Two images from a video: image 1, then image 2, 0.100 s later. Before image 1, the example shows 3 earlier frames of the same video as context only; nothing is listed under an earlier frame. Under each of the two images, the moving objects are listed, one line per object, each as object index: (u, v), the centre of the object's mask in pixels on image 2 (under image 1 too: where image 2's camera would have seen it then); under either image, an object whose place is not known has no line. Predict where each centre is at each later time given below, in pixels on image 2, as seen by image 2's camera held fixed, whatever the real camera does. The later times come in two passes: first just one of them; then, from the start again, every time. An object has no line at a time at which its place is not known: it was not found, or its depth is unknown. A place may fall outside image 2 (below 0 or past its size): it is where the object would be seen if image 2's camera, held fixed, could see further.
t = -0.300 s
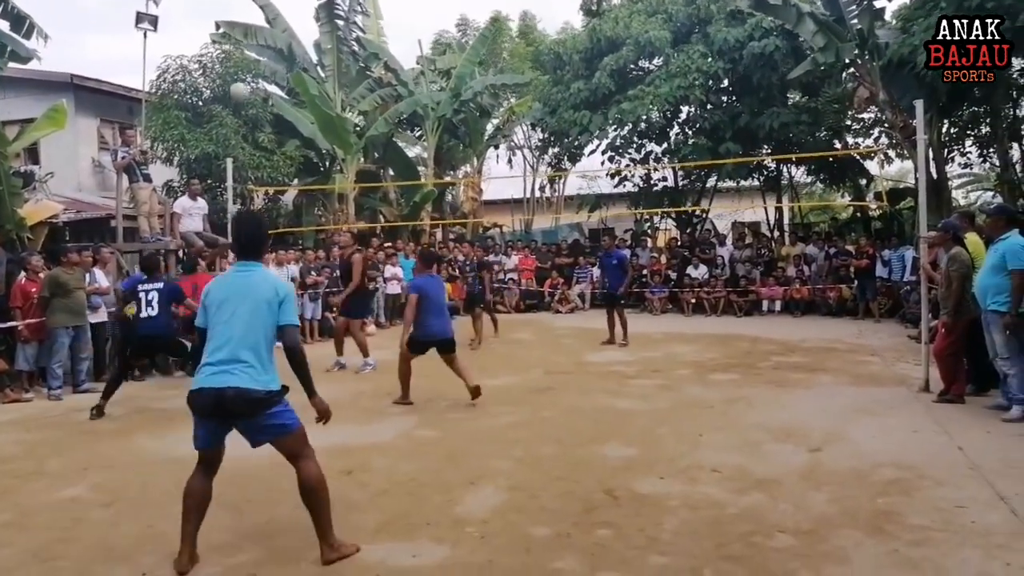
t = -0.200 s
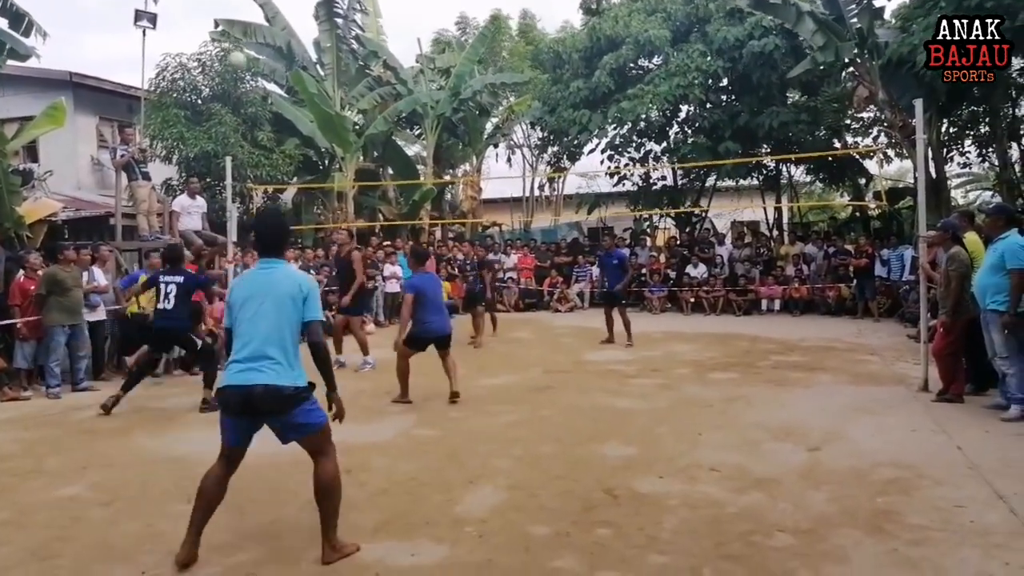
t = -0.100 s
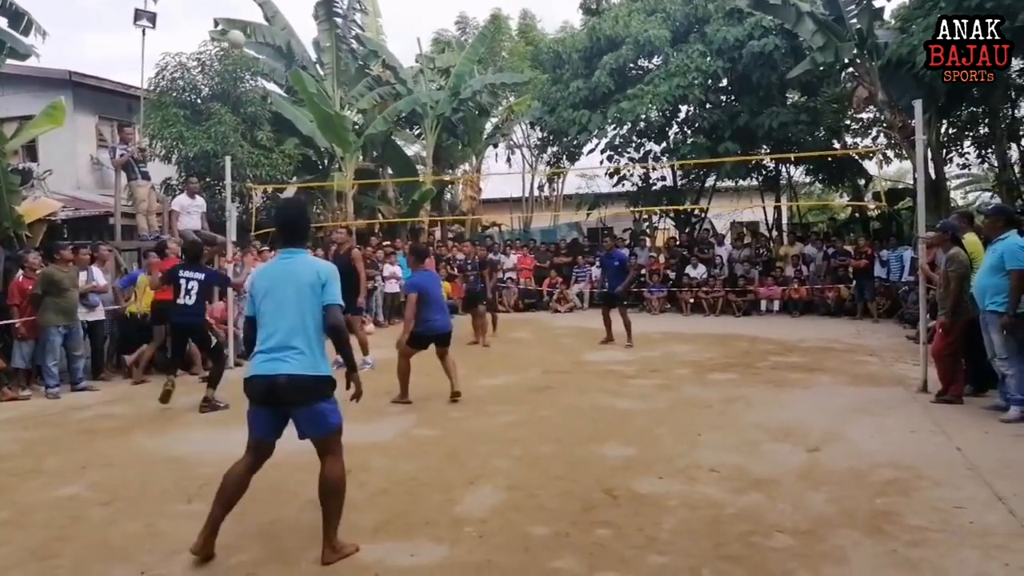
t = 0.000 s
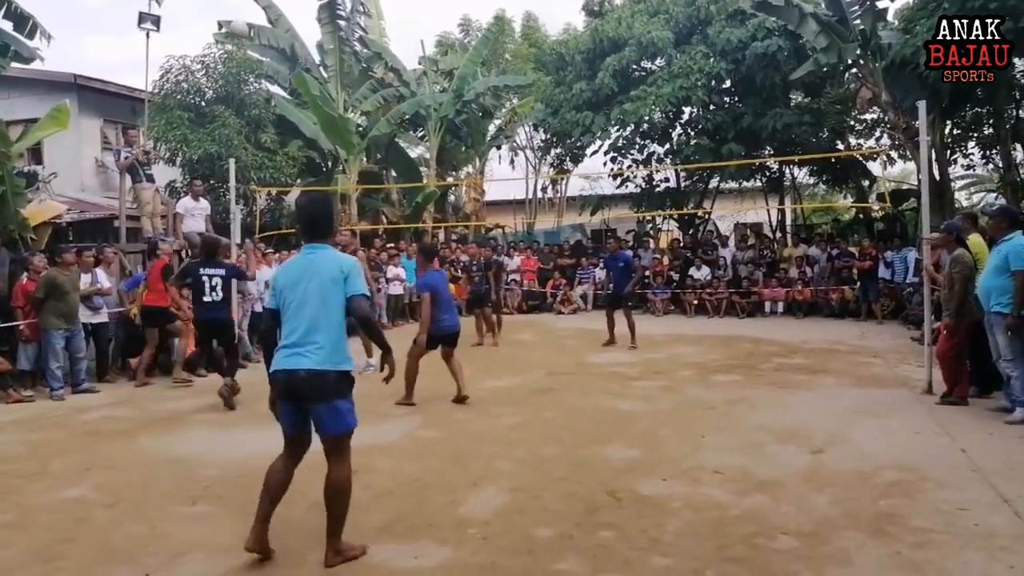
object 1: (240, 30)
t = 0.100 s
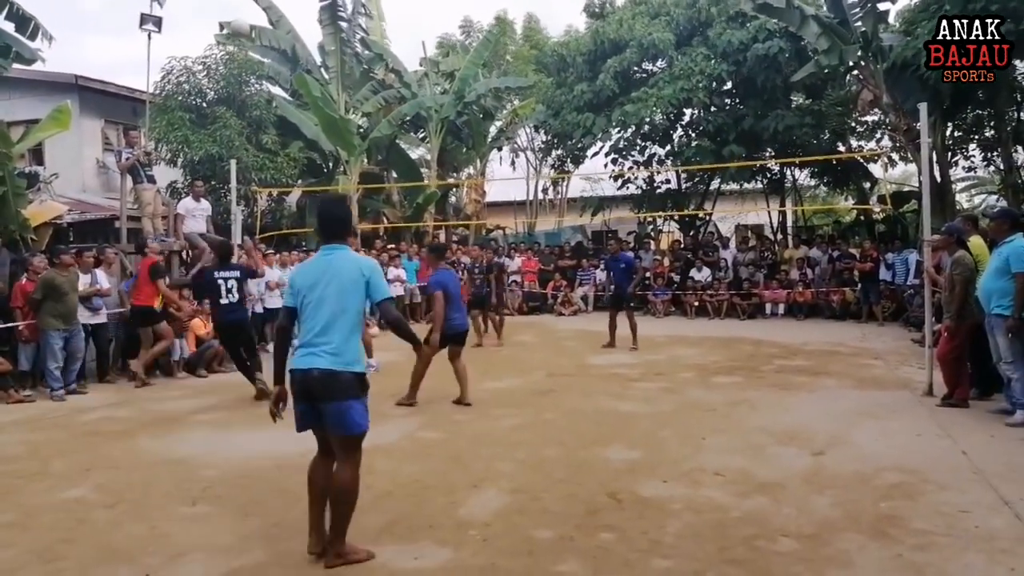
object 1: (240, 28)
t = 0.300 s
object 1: (239, 47)
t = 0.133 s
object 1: (239, 29)
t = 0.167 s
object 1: (240, 29)
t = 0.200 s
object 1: (239, 32)
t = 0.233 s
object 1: (239, 35)
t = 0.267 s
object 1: (239, 39)
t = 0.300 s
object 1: (239, 47)
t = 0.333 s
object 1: (240, 52)
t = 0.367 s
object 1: (240, 62)
